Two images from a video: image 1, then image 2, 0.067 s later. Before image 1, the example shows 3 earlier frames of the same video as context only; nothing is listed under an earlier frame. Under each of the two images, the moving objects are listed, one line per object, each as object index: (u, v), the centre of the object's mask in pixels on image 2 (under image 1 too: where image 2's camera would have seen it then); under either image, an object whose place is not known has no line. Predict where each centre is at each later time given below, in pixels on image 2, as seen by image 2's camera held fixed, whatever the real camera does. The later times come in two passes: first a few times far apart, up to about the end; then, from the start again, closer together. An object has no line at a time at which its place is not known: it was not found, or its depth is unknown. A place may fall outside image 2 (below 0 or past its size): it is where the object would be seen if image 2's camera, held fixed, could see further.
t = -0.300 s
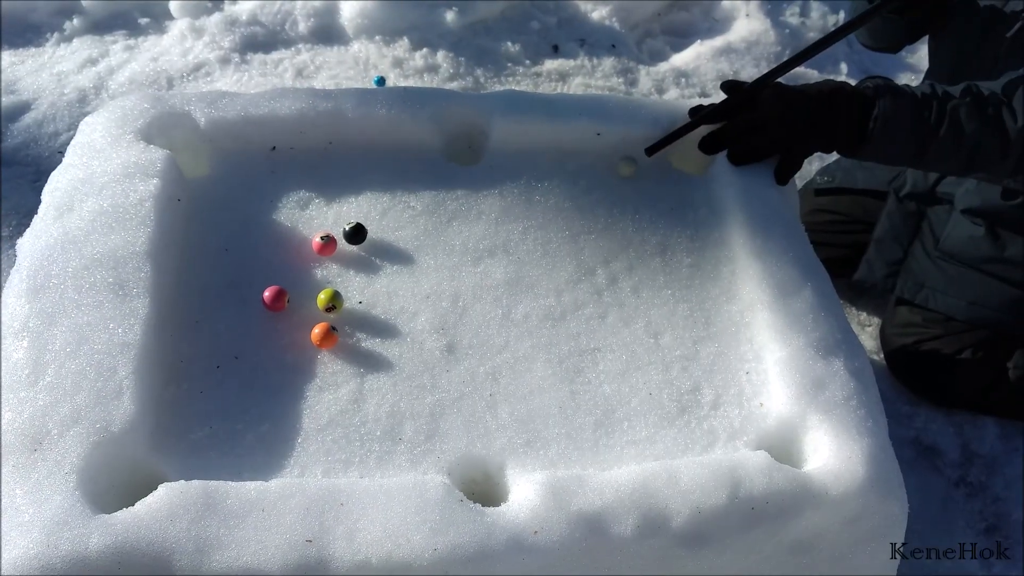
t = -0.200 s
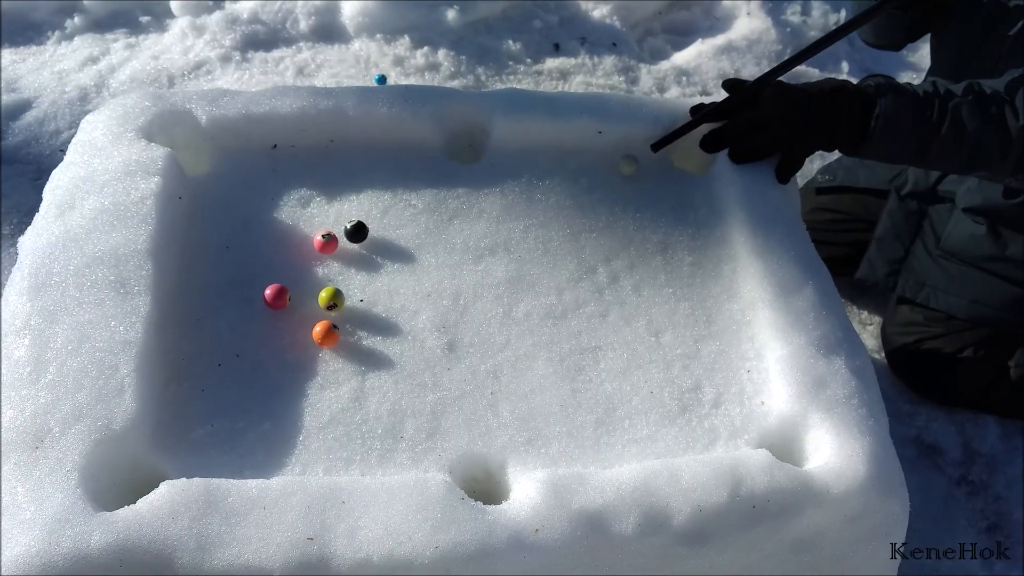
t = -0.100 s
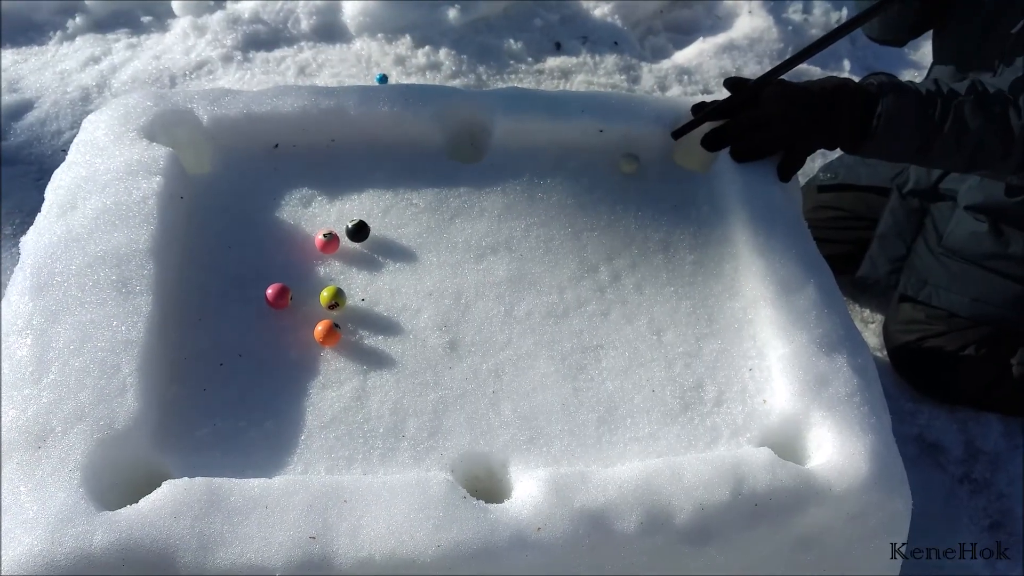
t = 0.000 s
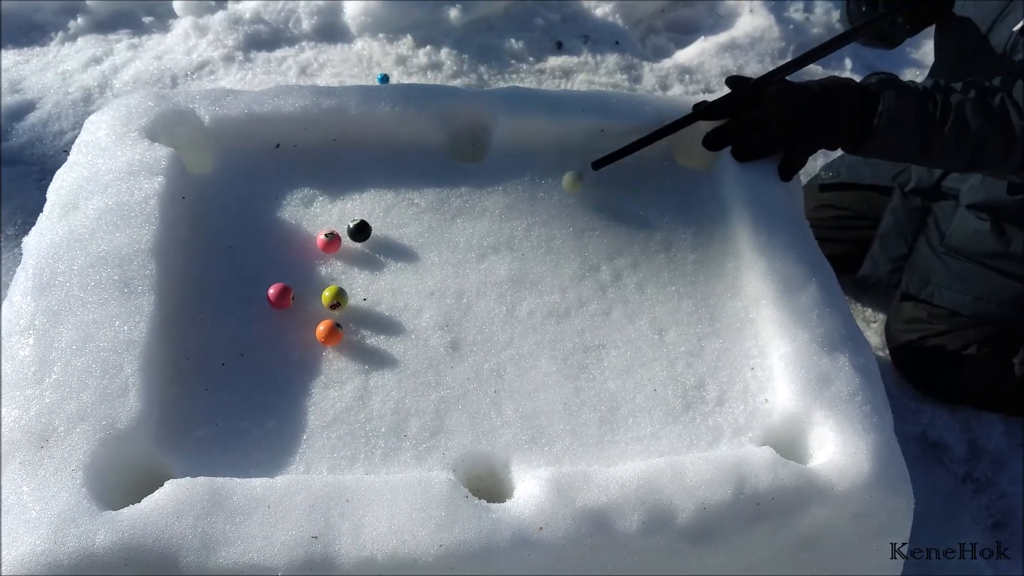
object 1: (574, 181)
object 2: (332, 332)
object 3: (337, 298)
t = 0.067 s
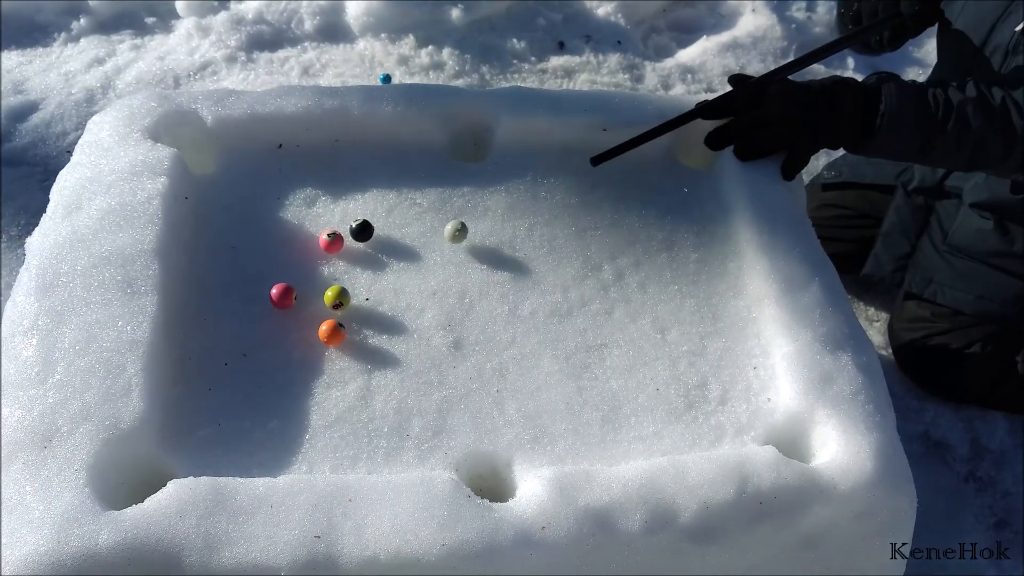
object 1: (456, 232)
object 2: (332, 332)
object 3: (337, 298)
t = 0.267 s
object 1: (205, 214)
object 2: (334, 459)
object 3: (298, 311)
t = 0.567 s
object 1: (270, 171)
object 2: (381, 439)
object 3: (313, 316)
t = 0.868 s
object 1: (301, 169)
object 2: (417, 417)
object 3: (311, 312)
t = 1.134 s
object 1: (334, 174)
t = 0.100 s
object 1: (392, 255)
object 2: (332, 332)
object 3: (337, 298)
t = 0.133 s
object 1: (332, 275)
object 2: (332, 332)
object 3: (333, 306)
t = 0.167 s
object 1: (286, 262)
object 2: (329, 360)
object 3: (321, 310)
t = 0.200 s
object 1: (242, 253)
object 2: (328, 385)
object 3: (312, 311)
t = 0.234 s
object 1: (202, 240)
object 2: (328, 412)
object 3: (304, 311)
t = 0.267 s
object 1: (205, 214)
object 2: (334, 459)
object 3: (298, 311)
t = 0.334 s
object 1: (221, 196)
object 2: (344, 463)
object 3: (299, 312)
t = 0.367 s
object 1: (230, 189)
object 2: (350, 460)
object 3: (300, 313)
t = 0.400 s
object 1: (237, 184)
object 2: (355, 457)
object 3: (303, 314)
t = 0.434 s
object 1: (245, 180)
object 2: (362, 454)
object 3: (306, 314)
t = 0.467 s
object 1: (252, 175)
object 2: (367, 450)
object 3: (310, 315)
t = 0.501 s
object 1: (259, 172)
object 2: (373, 447)
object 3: (313, 316)
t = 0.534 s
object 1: (265, 170)
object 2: (377, 443)
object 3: (314, 316)
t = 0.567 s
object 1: (270, 171)
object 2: (381, 439)
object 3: (313, 316)
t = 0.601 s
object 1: (274, 172)
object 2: (383, 435)
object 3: (311, 315)
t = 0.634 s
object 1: (278, 173)
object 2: (385, 431)
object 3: (309, 315)
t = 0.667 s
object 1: (279, 172)
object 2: (388, 427)
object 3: (309, 314)
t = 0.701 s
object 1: (284, 174)
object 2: (392, 423)
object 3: (310, 314)
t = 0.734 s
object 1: (287, 173)
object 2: (397, 420)
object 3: (311, 314)
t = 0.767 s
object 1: (290, 172)
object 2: (403, 419)
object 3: (312, 313)
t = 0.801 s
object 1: (293, 171)
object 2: (409, 419)
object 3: (311, 313)
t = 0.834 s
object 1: (297, 169)
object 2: (414, 418)
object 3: (311, 312)
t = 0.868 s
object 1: (301, 169)
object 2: (417, 417)
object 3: (311, 312)
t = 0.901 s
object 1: (305, 168)
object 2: (418, 416)
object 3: (311, 313)
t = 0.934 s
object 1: (308, 168)
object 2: (418, 413)
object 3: (311, 313)
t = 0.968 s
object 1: (313, 169)
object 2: (418, 410)
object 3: (311, 313)
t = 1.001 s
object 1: (318, 170)
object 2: (419, 408)
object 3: (311, 313)
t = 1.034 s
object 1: (321, 170)
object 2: (421, 406)
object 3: (311, 313)
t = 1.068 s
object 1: (324, 171)
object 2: (423, 405)
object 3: (311, 313)
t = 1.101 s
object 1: (330, 172)
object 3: (311, 313)
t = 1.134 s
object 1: (334, 174)
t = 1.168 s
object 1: (336, 175)
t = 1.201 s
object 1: (337, 174)
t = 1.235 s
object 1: (336, 174)
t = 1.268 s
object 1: (337, 174)
